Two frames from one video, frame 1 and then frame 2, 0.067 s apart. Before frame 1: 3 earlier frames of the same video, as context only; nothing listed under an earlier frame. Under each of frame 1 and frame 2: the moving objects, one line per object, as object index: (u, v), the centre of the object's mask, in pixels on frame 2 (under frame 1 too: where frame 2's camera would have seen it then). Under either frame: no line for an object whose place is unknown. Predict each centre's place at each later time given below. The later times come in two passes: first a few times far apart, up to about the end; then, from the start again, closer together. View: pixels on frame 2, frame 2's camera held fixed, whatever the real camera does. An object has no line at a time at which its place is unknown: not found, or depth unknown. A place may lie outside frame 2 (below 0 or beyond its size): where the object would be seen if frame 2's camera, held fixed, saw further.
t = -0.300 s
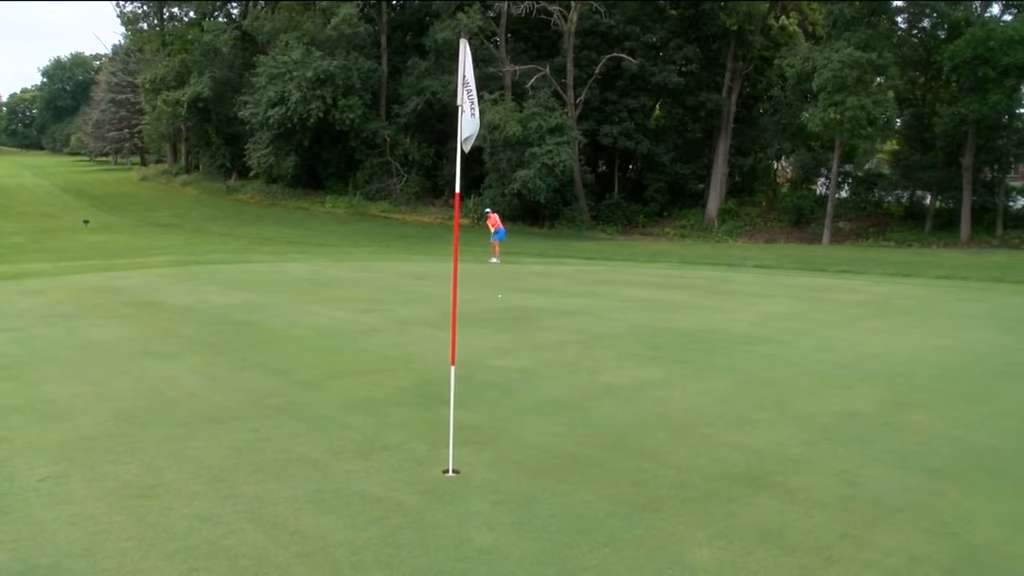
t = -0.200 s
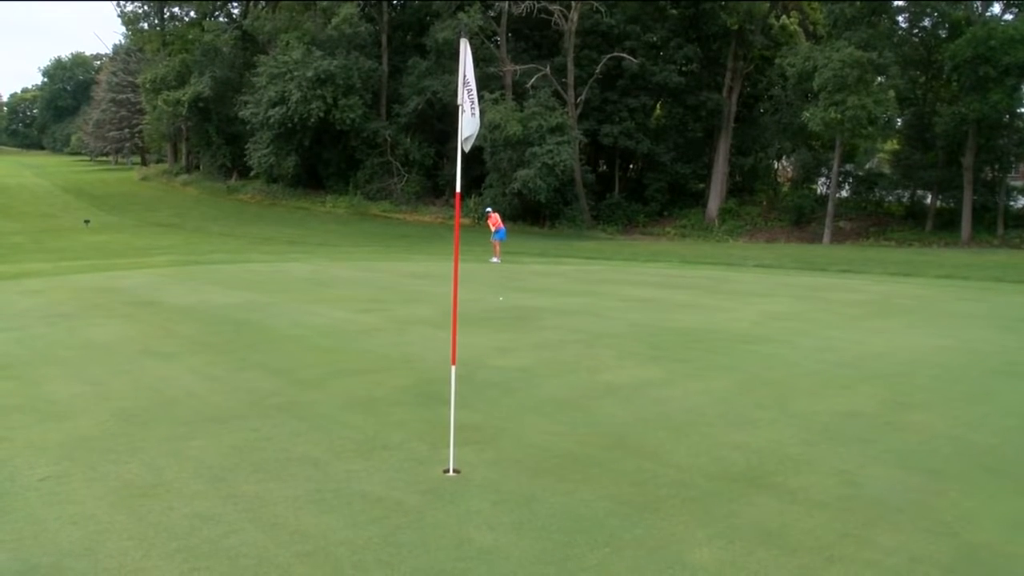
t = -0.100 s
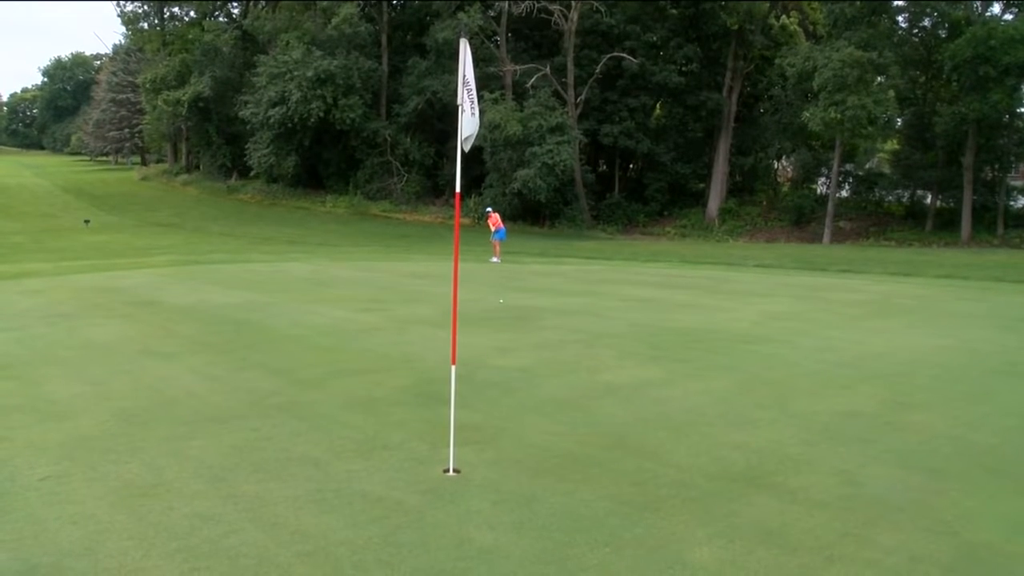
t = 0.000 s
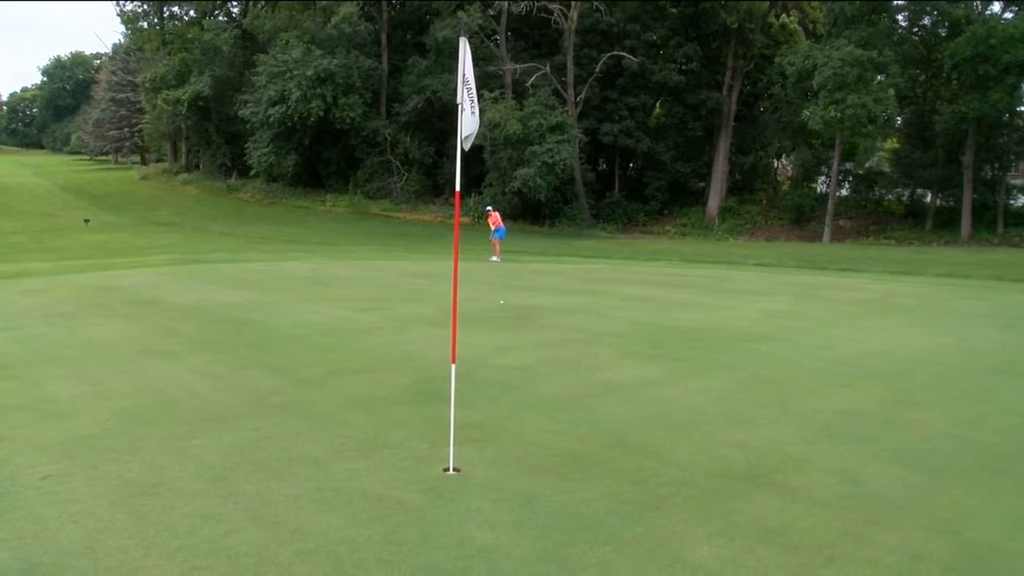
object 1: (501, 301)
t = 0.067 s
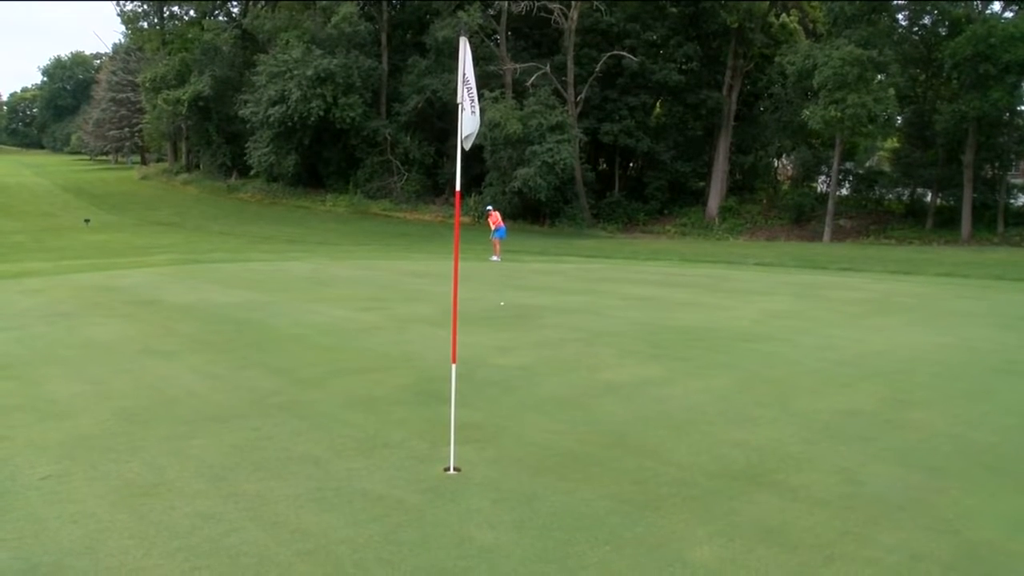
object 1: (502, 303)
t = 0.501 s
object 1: (501, 315)
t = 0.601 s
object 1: (501, 319)
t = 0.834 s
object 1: (501, 326)
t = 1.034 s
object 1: (499, 333)
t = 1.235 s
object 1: (497, 340)
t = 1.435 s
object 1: (493, 347)
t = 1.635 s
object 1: (488, 354)
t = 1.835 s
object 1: (481, 362)
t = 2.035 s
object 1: (472, 371)
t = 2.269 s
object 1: (460, 380)
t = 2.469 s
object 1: (449, 388)
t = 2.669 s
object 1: (436, 397)
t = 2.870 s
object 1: (422, 404)
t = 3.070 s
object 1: (407, 412)
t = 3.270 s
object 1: (392, 419)
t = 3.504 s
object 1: (372, 426)
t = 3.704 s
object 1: (356, 433)
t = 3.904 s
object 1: (340, 438)
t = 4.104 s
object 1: (324, 442)
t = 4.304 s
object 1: (309, 445)
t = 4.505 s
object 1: (296, 449)
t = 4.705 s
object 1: (284, 450)
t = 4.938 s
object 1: (274, 451)
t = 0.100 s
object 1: (502, 304)
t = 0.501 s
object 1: (501, 315)
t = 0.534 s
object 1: (502, 317)
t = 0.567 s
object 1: (502, 318)
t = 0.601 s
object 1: (501, 319)
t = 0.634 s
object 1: (501, 320)
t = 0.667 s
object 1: (501, 321)
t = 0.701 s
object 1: (501, 322)
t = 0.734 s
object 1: (501, 323)
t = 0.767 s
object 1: (501, 324)
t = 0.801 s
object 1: (501, 325)
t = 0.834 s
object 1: (501, 326)
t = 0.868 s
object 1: (500, 327)
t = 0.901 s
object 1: (500, 329)
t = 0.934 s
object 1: (500, 330)
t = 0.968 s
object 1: (500, 331)
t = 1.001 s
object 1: (499, 332)
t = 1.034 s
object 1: (499, 333)
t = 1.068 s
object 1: (499, 334)
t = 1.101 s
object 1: (498, 335)
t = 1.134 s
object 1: (498, 336)
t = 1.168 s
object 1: (497, 338)
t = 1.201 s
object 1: (497, 339)
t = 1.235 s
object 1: (497, 340)
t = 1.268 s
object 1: (496, 341)
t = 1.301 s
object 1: (496, 342)
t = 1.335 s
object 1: (495, 344)
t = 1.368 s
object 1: (494, 345)
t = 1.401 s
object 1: (493, 346)
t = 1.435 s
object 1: (493, 347)
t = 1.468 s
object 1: (492, 349)
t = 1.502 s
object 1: (491, 349)
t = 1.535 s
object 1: (490, 351)
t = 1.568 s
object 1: (489, 352)
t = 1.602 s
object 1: (488, 354)
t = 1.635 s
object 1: (488, 354)
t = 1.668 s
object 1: (486, 356)
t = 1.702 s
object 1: (485, 357)
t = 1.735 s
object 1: (484, 359)
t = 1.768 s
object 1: (483, 360)
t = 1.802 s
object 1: (482, 361)
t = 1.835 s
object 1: (481, 362)
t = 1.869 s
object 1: (480, 364)
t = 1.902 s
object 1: (478, 365)
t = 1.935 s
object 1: (476, 367)
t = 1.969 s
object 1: (475, 368)
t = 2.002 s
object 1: (474, 369)
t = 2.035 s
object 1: (472, 371)
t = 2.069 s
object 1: (471, 372)
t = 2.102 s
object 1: (469, 373)
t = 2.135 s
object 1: (468, 375)
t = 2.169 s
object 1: (466, 376)
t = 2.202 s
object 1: (464, 377)
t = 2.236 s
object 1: (462, 378)
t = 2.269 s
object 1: (460, 380)
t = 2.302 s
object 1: (459, 381)
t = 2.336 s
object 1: (457, 383)
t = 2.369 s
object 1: (456, 384)
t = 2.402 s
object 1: (453, 385)
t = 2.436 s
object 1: (450, 387)
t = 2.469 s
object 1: (449, 388)
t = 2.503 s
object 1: (446, 390)
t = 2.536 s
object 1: (444, 391)
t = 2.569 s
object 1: (442, 393)
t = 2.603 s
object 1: (440, 394)
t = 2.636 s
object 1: (438, 395)
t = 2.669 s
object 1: (436, 397)
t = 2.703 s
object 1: (434, 398)
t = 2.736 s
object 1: (432, 399)
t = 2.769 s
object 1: (429, 400)
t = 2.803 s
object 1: (427, 402)
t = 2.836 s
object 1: (424, 403)
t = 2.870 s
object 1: (422, 404)
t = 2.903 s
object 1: (420, 406)
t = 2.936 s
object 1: (417, 407)
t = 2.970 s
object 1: (415, 408)
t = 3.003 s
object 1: (412, 409)
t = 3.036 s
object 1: (410, 411)
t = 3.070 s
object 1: (407, 412)
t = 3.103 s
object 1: (405, 413)
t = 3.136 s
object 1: (402, 415)
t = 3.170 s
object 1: (400, 416)
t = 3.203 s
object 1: (397, 417)
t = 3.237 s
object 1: (394, 418)
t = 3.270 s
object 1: (392, 419)
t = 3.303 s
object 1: (389, 420)
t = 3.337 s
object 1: (386, 421)
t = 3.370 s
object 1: (383, 421)
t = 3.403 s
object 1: (381, 422)
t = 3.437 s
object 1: (378, 424)
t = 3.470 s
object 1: (375, 425)
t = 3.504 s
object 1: (372, 426)
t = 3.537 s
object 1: (369, 427)
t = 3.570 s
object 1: (367, 428)
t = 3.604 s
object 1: (365, 430)
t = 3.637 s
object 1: (361, 431)
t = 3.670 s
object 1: (359, 432)
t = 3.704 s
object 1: (356, 433)
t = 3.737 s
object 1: (353, 434)
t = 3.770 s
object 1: (351, 435)
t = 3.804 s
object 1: (348, 436)
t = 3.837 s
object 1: (345, 436)
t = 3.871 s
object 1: (342, 438)
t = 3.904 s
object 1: (340, 438)
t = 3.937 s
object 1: (337, 439)
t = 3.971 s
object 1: (334, 439)
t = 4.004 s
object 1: (331, 440)
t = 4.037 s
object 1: (329, 441)
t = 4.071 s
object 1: (326, 441)
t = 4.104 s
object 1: (324, 442)
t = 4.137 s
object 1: (321, 443)
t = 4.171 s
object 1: (319, 443)
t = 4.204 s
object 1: (316, 444)
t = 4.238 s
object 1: (314, 444)
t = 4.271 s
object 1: (312, 445)
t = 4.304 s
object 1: (309, 445)
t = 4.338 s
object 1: (307, 445)
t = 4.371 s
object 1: (305, 446)
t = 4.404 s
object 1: (302, 446)
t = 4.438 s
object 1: (300, 447)
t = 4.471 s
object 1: (298, 448)
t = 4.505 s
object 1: (296, 449)
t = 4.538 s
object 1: (294, 449)
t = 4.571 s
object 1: (292, 449)
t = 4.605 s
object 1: (290, 449)
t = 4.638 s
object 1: (288, 449)
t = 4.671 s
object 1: (286, 450)
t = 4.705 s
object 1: (284, 450)
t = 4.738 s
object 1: (282, 450)
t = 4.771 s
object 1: (281, 450)
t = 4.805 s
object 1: (279, 450)
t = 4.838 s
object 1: (278, 450)
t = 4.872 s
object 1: (276, 450)
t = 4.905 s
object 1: (275, 451)
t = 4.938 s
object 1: (274, 451)
